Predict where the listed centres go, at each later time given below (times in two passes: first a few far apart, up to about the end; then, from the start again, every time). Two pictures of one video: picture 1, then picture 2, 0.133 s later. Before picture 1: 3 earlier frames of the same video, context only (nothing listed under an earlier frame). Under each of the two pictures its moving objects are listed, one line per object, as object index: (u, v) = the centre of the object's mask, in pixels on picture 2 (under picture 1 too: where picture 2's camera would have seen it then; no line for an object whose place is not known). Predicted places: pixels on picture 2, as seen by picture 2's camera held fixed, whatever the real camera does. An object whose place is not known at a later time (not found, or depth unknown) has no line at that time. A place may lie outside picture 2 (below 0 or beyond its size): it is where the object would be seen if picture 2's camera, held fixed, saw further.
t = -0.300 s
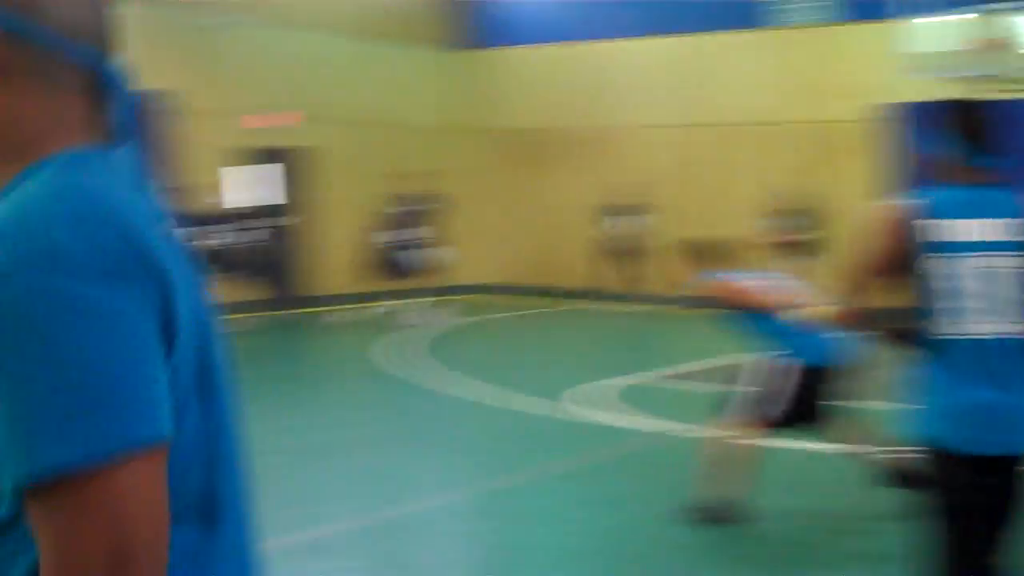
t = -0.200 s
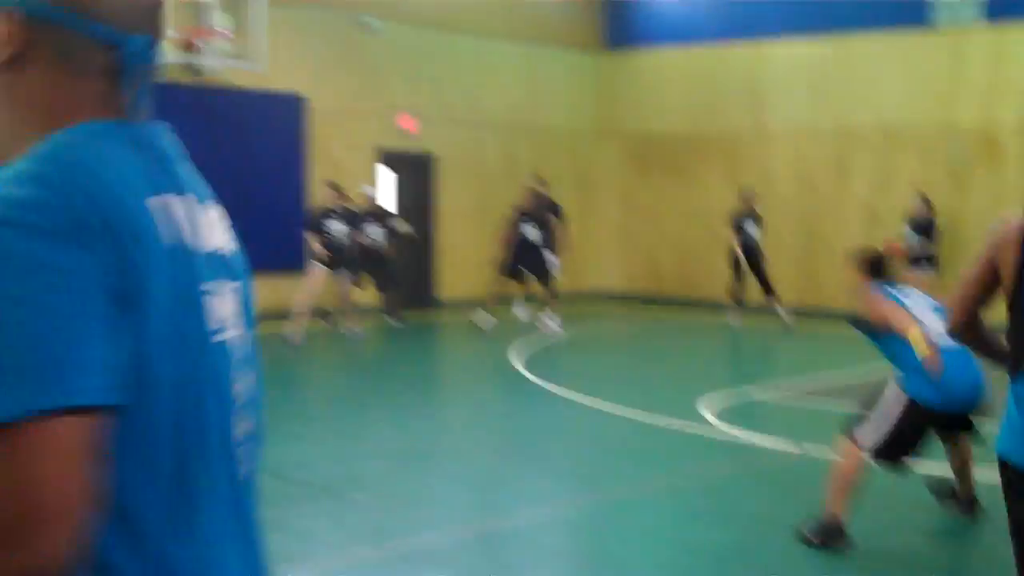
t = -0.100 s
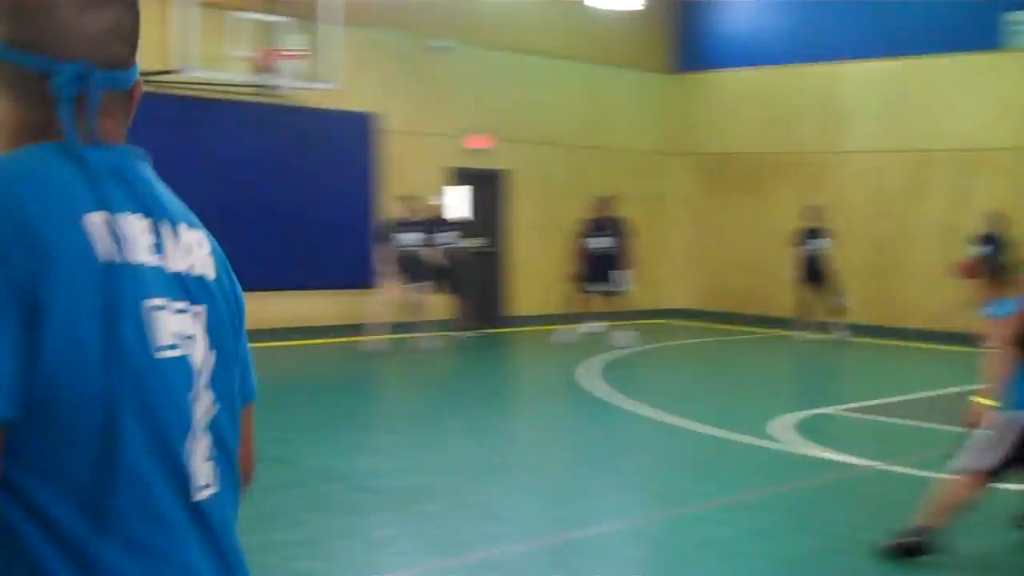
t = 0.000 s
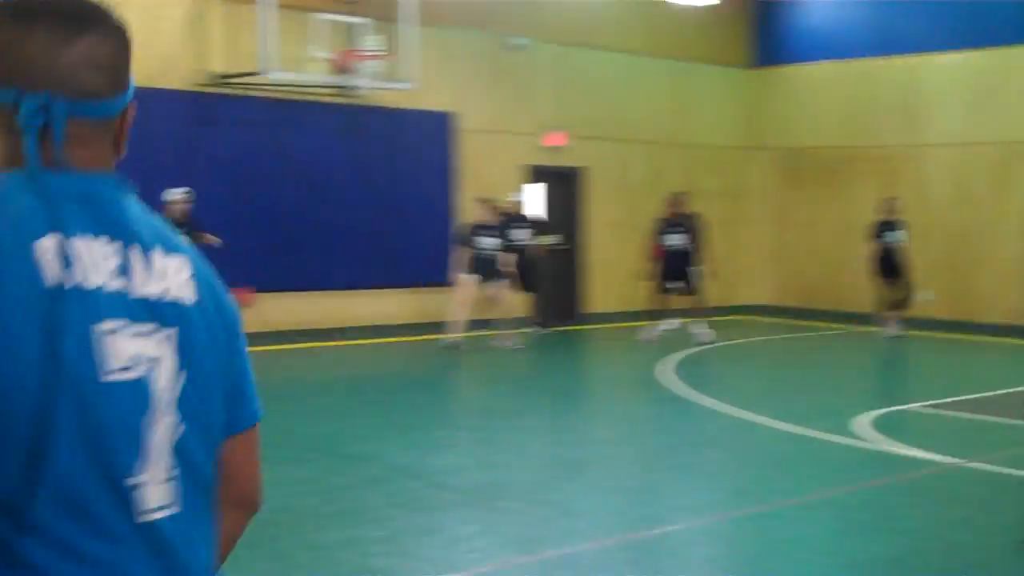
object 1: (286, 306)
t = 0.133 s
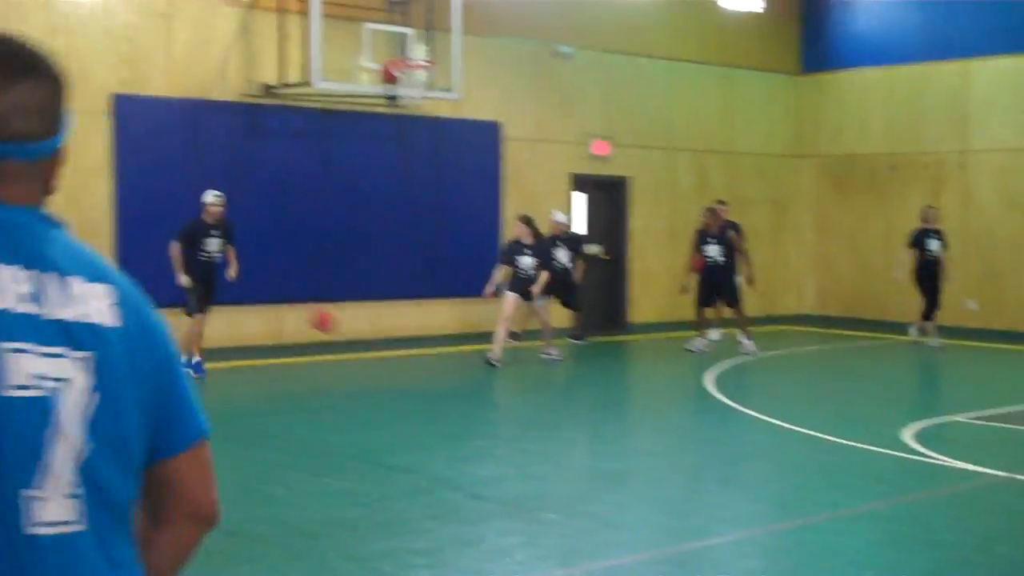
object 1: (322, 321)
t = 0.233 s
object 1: (355, 342)
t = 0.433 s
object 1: (382, 338)
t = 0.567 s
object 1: (394, 338)
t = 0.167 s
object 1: (332, 327)
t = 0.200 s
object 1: (343, 334)
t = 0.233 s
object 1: (355, 342)
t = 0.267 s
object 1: (364, 352)
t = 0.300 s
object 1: (367, 355)
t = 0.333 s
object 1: (371, 349)
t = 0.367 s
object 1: (377, 344)
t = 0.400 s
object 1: (379, 340)
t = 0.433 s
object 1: (382, 338)
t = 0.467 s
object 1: (387, 336)
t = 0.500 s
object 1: (389, 336)
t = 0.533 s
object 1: (392, 336)
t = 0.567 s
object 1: (394, 338)
